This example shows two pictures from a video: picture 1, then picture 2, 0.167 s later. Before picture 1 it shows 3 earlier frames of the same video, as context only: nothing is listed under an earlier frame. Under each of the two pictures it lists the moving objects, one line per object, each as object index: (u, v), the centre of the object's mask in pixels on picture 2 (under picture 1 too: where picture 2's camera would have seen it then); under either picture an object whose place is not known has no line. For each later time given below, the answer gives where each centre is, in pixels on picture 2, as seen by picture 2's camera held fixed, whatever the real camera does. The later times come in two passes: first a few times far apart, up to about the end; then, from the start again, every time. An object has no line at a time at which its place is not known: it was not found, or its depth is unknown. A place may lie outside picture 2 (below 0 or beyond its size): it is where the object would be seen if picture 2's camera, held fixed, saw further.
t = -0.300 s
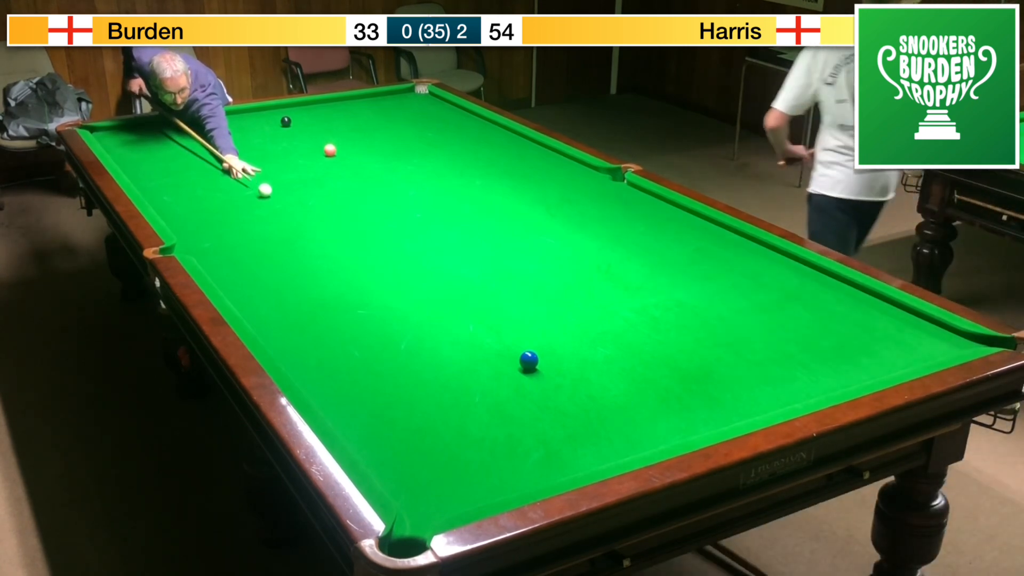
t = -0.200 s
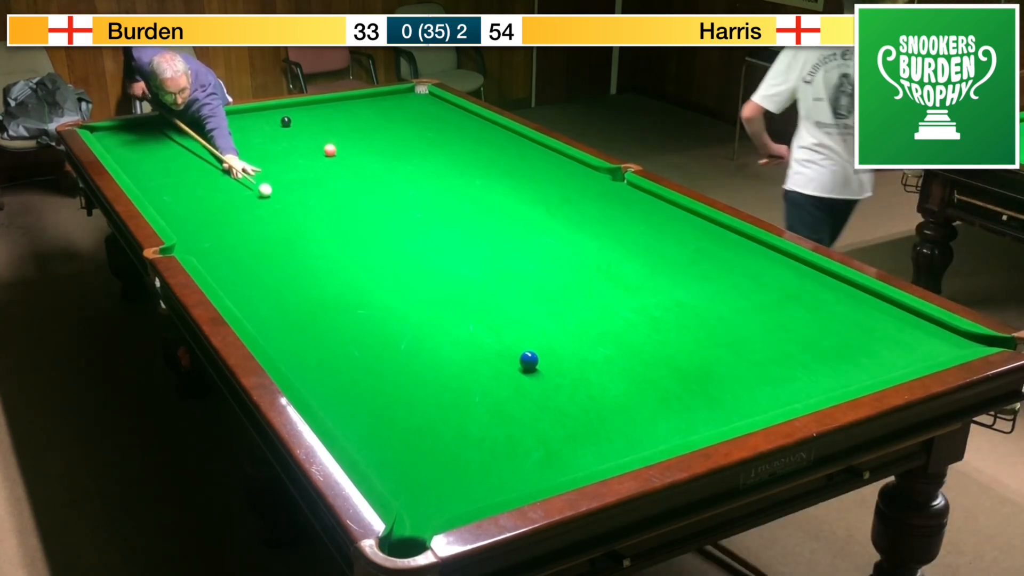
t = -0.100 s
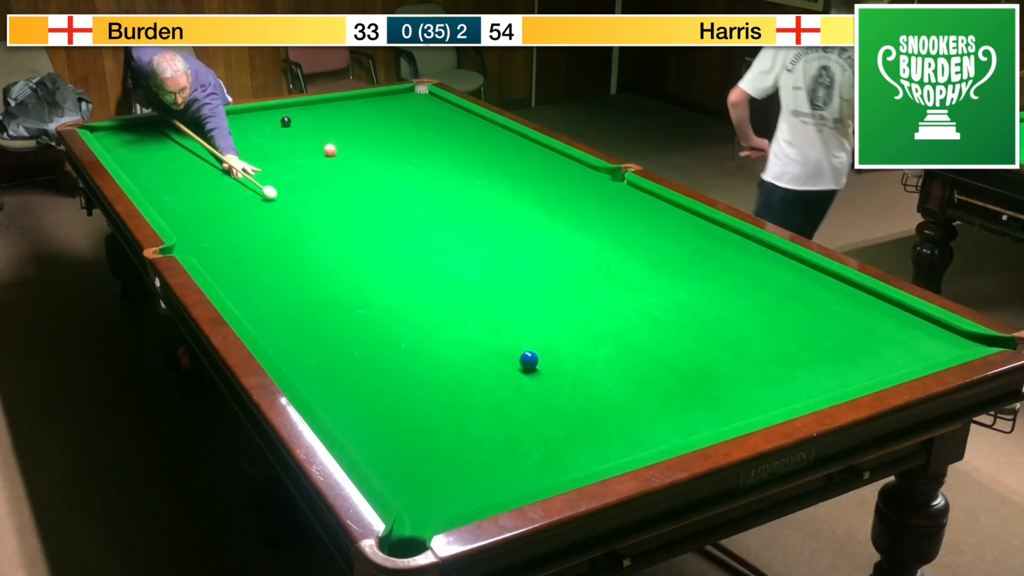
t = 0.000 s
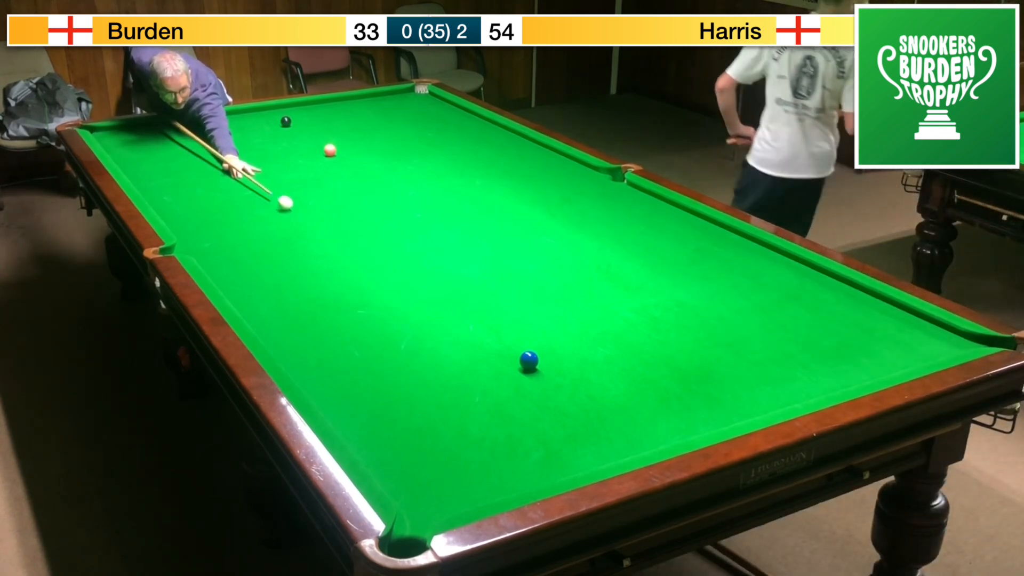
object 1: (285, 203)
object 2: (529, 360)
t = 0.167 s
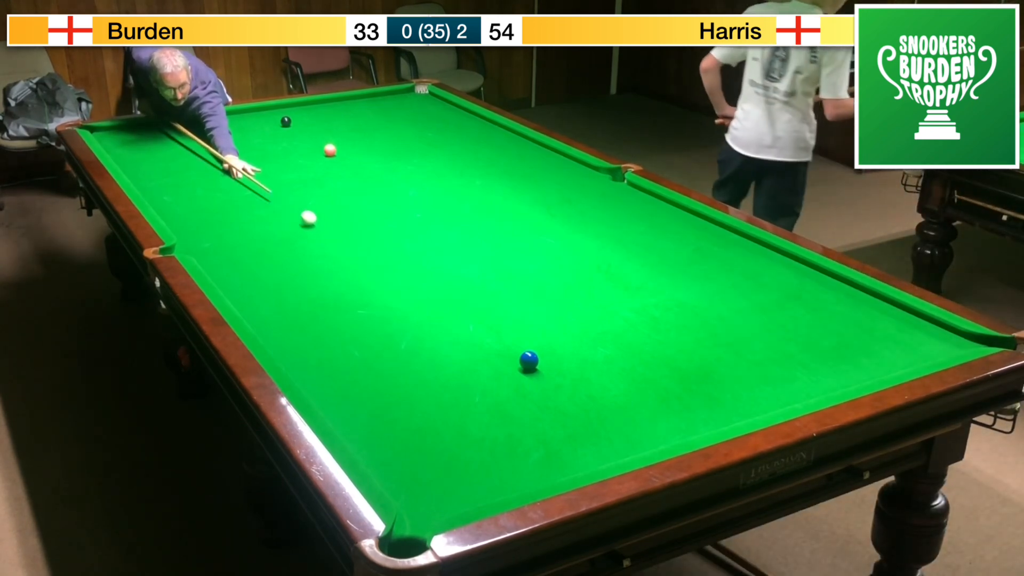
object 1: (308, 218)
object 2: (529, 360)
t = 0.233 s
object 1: (318, 224)
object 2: (529, 360)
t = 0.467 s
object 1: (353, 247)
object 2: (529, 360)
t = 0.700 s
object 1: (391, 271)
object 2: (529, 360)
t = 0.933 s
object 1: (433, 298)
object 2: (529, 360)
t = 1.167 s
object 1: (478, 327)
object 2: (529, 360)
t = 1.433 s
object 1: (520, 354)
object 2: (544, 369)
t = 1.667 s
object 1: (533, 361)
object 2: (578, 393)
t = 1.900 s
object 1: (545, 367)
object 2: (613, 417)
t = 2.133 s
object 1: (554, 372)
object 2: (648, 441)
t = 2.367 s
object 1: (561, 376)
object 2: (637, 432)
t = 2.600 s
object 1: (567, 379)
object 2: (620, 417)
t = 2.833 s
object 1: (570, 381)
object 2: (606, 405)
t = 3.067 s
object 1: (571, 382)
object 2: (594, 394)
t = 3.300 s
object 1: (568, 380)
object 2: (586, 387)
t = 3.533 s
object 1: (562, 377)
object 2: (587, 384)
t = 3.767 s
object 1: (557, 374)
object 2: (586, 383)
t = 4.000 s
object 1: (555, 373)
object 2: (586, 383)
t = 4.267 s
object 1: (554, 372)
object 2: (586, 383)
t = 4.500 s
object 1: (554, 373)
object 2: (586, 383)
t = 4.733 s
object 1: (554, 373)
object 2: (586, 383)
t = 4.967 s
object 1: (554, 373)
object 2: (586, 383)
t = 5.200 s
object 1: (554, 373)
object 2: (586, 383)
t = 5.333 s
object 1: (554, 373)
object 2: (587, 383)
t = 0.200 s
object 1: (313, 221)
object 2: (529, 360)
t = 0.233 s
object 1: (318, 224)
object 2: (529, 360)
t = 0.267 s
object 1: (323, 227)
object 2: (529, 360)
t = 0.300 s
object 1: (328, 231)
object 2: (529, 360)
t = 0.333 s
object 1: (333, 234)
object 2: (529, 360)
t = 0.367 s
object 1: (338, 237)
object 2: (529, 360)
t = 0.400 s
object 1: (343, 240)
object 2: (529, 360)
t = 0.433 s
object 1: (348, 243)
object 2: (529, 360)
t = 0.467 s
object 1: (353, 247)
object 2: (529, 360)
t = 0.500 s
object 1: (358, 250)
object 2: (529, 360)
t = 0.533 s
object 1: (364, 254)
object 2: (529, 360)
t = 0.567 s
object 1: (369, 257)
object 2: (529, 360)
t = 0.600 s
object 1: (375, 261)
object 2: (529, 360)
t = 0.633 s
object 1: (380, 264)
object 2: (529, 360)
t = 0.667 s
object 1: (386, 268)
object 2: (529, 360)
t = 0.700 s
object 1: (391, 271)
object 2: (529, 360)
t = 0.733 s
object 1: (397, 275)
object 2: (529, 360)
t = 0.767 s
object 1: (403, 279)
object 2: (529, 360)
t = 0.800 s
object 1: (409, 283)
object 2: (529, 360)
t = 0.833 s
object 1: (415, 286)
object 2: (529, 360)
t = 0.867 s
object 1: (420, 291)
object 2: (529, 360)
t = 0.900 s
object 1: (427, 294)
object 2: (529, 360)
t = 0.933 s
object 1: (433, 298)
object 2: (529, 360)
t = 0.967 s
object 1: (439, 302)
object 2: (529, 360)
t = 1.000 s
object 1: (445, 306)
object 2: (529, 360)
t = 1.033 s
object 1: (452, 310)
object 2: (529, 360)
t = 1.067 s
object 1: (458, 315)
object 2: (529, 360)
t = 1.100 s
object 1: (465, 319)
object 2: (529, 360)
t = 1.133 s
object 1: (471, 323)
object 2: (529, 360)
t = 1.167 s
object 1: (478, 327)
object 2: (529, 360)
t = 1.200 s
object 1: (485, 332)
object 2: (529, 360)
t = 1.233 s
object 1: (492, 336)
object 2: (529, 360)
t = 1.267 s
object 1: (499, 341)
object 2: (529, 360)
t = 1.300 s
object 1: (506, 345)
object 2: (529, 360)
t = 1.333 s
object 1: (513, 350)
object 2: (529, 360)
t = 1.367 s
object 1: (518, 353)
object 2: (531, 361)
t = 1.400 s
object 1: (519, 353)
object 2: (538, 366)
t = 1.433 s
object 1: (520, 354)
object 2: (544, 369)
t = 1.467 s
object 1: (522, 355)
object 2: (549, 373)
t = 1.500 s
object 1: (524, 356)
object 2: (554, 377)
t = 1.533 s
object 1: (526, 357)
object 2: (559, 380)
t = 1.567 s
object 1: (528, 358)
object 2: (564, 383)
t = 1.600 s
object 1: (530, 359)
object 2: (568, 387)
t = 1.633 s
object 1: (531, 360)
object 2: (573, 390)
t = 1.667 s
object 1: (533, 361)
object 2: (578, 393)
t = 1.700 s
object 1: (535, 362)
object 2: (583, 397)
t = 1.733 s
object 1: (537, 363)
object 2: (588, 400)
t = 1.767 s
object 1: (539, 364)
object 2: (593, 403)
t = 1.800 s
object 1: (540, 365)
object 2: (598, 407)
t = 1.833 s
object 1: (542, 365)
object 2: (603, 410)
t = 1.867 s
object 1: (543, 366)
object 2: (608, 414)
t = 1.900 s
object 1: (545, 367)
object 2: (613, 417)
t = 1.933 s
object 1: (546, 368)
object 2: (617, 420)
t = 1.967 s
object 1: (548, 369)
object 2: (623, 424)
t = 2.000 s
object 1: (549, 369)
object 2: (628, 427)
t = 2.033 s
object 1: (550, 370)
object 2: (633, 431)
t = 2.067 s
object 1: (551, 371)
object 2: (638, 434)
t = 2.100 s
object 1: (553, 371)
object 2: (643, 438)
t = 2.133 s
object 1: (554, 372)
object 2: (648, 441)
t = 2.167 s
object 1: (555, 373)
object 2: (652, 442)
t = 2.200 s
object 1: (556, 373)
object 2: (651, 442)
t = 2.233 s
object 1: (558, 374)
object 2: (648, 440)
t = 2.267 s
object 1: (559, 375)
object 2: (645, 438)
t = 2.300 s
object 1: (560, 375)
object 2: (642, 436)
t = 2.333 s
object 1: (560, 376)
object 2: (640, 434)
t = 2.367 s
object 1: (561, 376)
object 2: (637, 432)
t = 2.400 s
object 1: (563, 377)
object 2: (635, 429)
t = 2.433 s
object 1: (563, 377)
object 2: (632, 427)
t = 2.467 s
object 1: (564, 378)
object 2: (630, 425)
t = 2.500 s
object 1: (565, 378)
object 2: (627, 423)
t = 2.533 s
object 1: (566, 378)
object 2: (625, 421)
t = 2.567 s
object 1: (566, 379)
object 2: (622, 419)
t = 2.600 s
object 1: (567, 379)
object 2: (620, 417)
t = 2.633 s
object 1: (568, 379)
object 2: (618, 415)
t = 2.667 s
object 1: (568, 380)
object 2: (616, 414)
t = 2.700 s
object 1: (569, 380)
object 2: (614, 412)
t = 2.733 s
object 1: (569, 380)
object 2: (612, 410)
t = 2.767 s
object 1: (569, 380)
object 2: (610, 408)
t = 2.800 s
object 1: (570, 381)
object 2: (608, 407)
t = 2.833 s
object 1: (570, 381)
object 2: (606, 405)
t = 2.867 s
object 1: (570, 381)
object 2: (604, 403)
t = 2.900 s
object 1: (571, 381)
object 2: (602, 402)
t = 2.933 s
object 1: (571, 381)
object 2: (600, 400)
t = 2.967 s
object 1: (571, 381)
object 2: (599, 399)
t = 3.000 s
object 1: (571, 382)
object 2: (597, 397)
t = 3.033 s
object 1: (571, 382)
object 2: (595, 396)
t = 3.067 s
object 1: (571, 382)
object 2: (594, 394)
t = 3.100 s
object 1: (571, 382)
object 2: (592, 393)
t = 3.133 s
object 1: (571, 382)
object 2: (590, 392)
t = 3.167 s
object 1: (571, 382)
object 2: (589, 390)
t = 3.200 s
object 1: (570, 381)
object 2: (588, 389)
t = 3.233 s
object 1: (570, 381)
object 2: (586, 388)
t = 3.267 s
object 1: (569, 380)
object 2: (586, 388)
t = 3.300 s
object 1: (568, 380)
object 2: (586, 387)
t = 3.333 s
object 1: (567, 379)
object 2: (587, 386)
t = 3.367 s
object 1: (566, 379)
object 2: (587, 386)
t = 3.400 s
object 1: (565, 379)
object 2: (587, 386)
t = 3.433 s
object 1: (564, 378)
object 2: (587, 386)
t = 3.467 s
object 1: (563, 377)
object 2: (587, 385)
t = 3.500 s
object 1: (562, 377)
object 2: (587, 385)
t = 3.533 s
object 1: (562, 377)
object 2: (587, 384)
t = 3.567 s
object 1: (561, 376)
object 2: (587, 384)
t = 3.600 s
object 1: (560, 376)
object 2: (587, 384)
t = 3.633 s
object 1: (560, 375)
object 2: (587, 384)
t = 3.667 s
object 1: (559, 375)
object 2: (587, 383)
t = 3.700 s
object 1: (558, 375)
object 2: (587, 383)
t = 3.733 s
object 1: (558, 374)
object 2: (587, 383)
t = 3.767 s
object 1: (557, 374)
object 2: (586, 383)
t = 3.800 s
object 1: (557, 374)
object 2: (586, 383)
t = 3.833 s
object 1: (557, 374)
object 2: (586, 383)
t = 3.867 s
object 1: (556, 374)
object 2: (586, 383)
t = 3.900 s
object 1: (556, 373)
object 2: (586, 383)
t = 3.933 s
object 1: (556, 373)
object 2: (586, 383)
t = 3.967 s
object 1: (555, 373)
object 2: (586, 383)
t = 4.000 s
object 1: (555, 373)
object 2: (586, 383)
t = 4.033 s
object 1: (555, 373)
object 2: (586, 383)
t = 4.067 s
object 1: (554, 373)
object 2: (586, 383)
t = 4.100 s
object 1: (554, 372)
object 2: (586, 383)
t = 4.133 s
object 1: (554, 372)
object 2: (586, 383)
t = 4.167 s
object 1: (554, 372)
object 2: (586, 383)
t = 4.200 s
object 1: (554, 372)
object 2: (586, 383)
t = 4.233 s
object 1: (554, 372)
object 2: (586, 383)
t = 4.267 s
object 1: (554, 372)
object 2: (586, 383)
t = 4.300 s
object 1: (554, 372)
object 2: (586, 383)
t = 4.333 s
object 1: (554, 372)
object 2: (586, 383)
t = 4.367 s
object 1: (554, 372)
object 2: (586, 383)
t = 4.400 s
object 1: (554, 372)
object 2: (586, 383)
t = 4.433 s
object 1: (554, 372)
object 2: (586, 383)
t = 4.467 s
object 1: (554, 372)
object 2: (586, 383)
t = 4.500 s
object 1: (554, 373)
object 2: (586, 383)
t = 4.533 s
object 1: (554, 372)
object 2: (586, 383)
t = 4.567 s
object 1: (554, 373)
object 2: (586, 383)
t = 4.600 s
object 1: (554, 373)
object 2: (586, 383)
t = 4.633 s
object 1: (554, 373)
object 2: (586, 383)
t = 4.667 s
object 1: (554, 373)
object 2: (586, 383)
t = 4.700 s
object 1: (554, 373)
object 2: (586, 383)
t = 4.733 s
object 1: (554, 373)
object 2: (586, 383)
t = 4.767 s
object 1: (554, 373)
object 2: (586, 383)
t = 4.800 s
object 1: (554, 373)
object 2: (586, 383)
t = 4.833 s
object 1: (554, 373)
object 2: (586, 383)
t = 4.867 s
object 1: (554, 373)
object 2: (586, 383)
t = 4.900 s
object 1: (554, 373)
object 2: (586, 383)
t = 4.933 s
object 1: (554, 373)
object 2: (586, 383)
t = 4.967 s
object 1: (554, 373)
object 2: (586, 383)
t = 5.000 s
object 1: (554, 373)
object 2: (587, 383)
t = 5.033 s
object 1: (554, 372)
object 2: (587, 383)
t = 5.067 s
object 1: (554, 373)
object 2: (586, 383)
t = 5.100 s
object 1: (554, 373)
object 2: (586, 383)
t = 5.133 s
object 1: (554, 373)
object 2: (586, 383)
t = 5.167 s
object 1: (554, 373)
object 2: (587, 383)
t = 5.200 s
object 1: (554, 373)
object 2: (586, 383)
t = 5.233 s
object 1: (554, 373)
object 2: (586, 383)
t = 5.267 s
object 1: (554, 373)
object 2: (587, 383)
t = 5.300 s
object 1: (554, 373)
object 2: (587, 383)
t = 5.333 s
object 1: (554, 373)
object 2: (587, 383)
